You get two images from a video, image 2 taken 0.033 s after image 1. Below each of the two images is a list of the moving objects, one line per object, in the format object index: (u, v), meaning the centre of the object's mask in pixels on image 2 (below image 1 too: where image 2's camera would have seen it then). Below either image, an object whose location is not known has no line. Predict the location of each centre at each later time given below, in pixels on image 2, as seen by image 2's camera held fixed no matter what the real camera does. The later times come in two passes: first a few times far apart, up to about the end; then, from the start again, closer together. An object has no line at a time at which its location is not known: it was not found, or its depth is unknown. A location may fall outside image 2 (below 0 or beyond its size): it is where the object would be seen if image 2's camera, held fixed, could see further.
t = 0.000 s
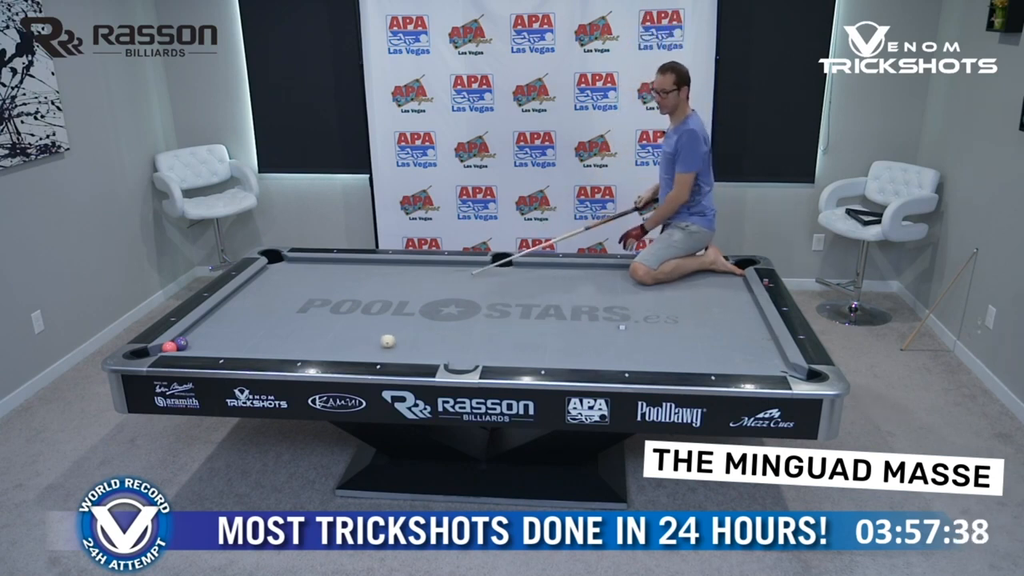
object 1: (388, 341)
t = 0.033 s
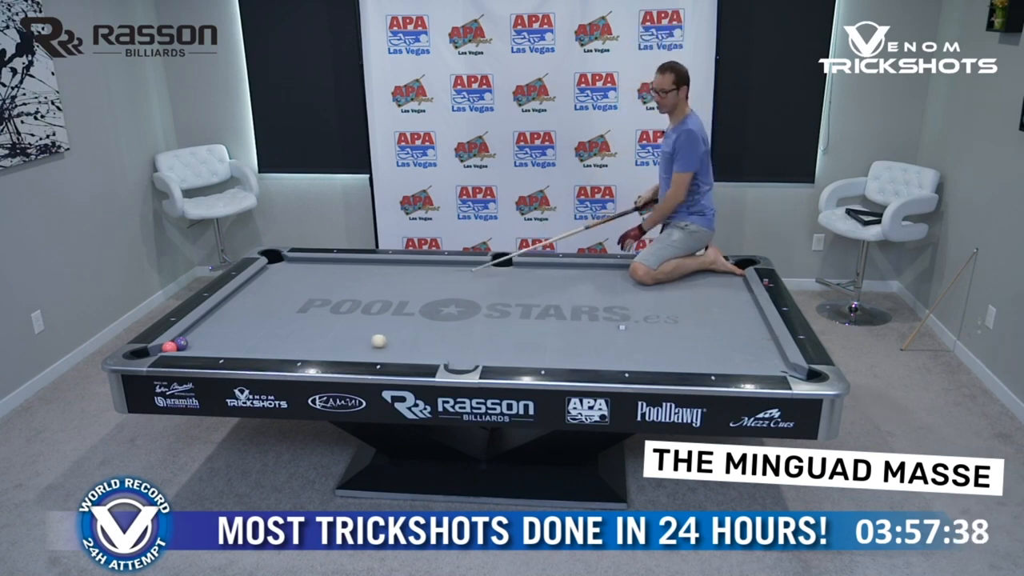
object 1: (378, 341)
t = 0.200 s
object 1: (332, 341)
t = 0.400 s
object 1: (278, 342)
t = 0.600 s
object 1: (224, 343)
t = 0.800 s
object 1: (191, 345)
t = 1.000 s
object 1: (186, 348)
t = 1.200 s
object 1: (186, 346)
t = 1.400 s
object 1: (186, 345)
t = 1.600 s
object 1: (186, 344)
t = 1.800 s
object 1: (186, 342)
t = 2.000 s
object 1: (186, 340)
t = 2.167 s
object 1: (186, 339)
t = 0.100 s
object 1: (360, 341)
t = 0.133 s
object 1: (350, 341)
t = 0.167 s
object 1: (342, 341)
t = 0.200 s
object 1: (332, 341)
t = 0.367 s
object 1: (287, 342)
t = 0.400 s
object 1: (278, 342)
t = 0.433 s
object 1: (269, 343)
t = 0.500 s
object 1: (251, 343)
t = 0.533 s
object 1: (242, 343)
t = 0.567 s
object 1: (233, 343)
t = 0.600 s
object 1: (224, 343)
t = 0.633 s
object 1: (215, 343)
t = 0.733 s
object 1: (193, 344)
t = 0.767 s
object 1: (192, 344)
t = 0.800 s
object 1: (191, 345)
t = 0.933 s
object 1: (187, 347)
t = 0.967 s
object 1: (187, 348)
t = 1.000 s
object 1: (186, 348)
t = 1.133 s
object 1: (186, 347)
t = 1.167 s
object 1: (186, 347)
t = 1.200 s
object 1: (186, 346)
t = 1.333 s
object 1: (186, 346)
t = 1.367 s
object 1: (186, 345)
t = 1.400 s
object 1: (186, 345)
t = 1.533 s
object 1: (186, 344)
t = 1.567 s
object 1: (186, 344)
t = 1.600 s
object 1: (186, 344)
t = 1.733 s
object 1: (186, 343)
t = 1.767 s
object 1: (186, 342)
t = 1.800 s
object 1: (186, 342)
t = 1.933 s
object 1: (186, 341)
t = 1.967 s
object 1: (186, 341)
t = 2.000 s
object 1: (186, 340)
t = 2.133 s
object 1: (186, 340)
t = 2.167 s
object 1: (186, 339)
